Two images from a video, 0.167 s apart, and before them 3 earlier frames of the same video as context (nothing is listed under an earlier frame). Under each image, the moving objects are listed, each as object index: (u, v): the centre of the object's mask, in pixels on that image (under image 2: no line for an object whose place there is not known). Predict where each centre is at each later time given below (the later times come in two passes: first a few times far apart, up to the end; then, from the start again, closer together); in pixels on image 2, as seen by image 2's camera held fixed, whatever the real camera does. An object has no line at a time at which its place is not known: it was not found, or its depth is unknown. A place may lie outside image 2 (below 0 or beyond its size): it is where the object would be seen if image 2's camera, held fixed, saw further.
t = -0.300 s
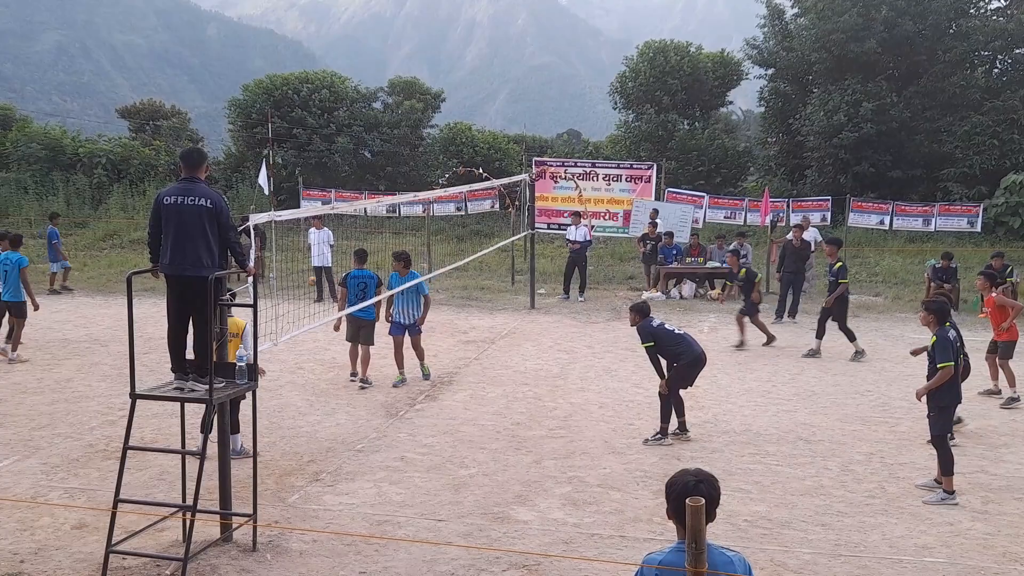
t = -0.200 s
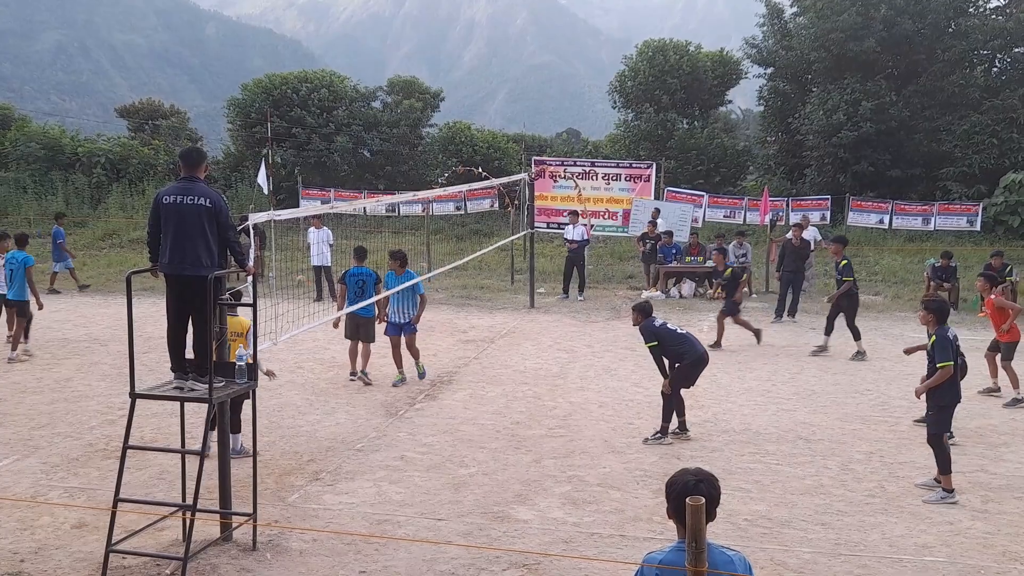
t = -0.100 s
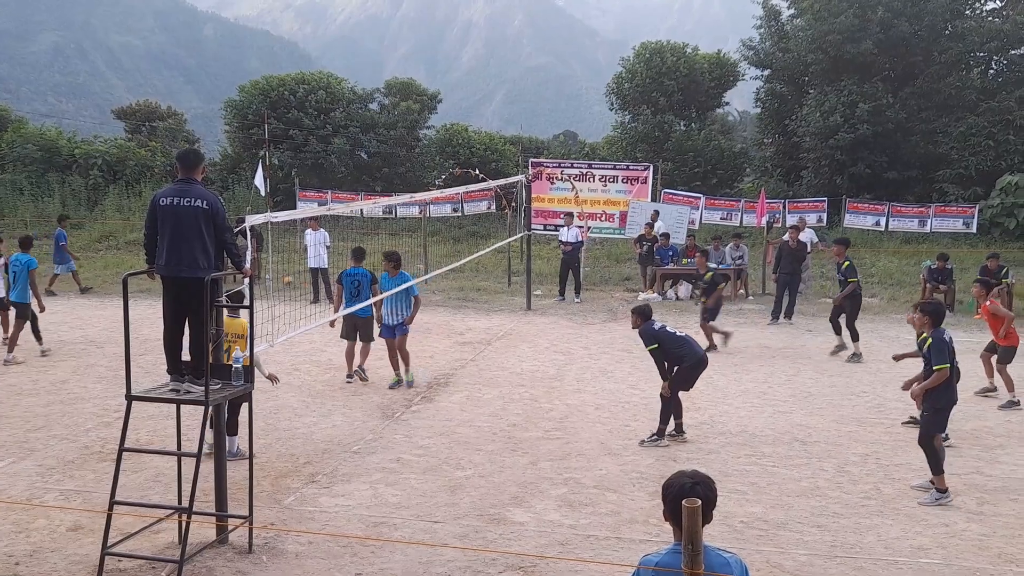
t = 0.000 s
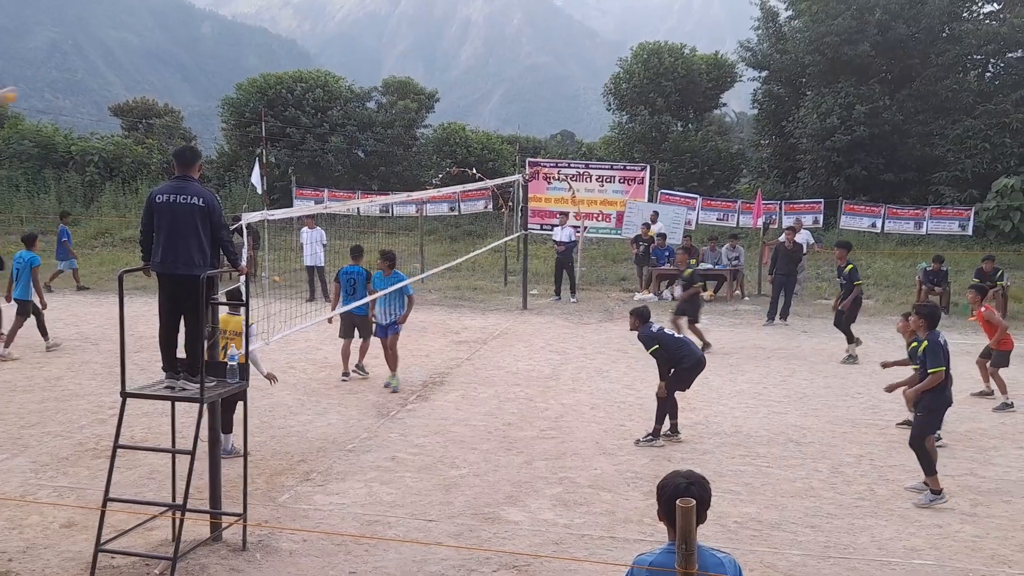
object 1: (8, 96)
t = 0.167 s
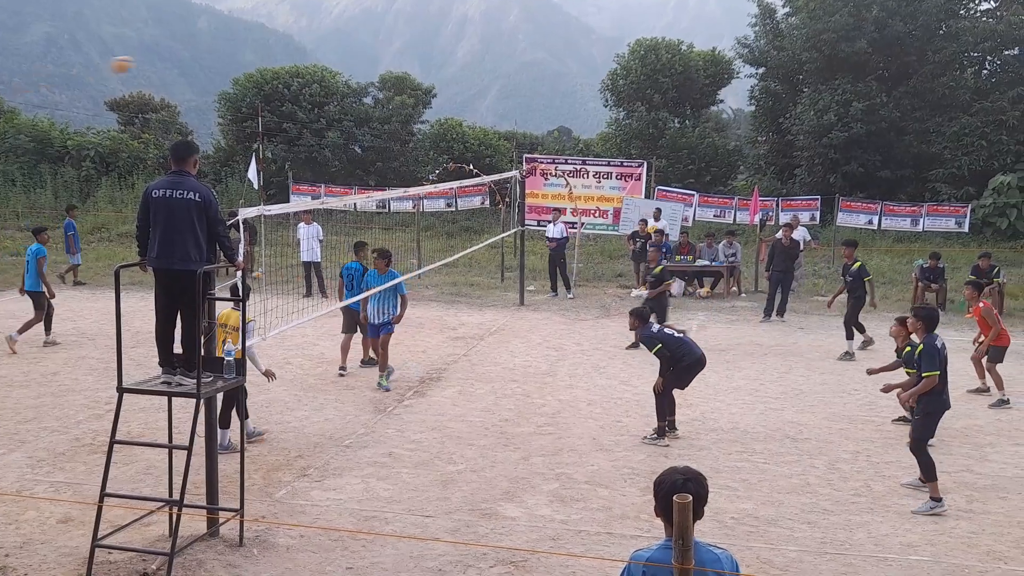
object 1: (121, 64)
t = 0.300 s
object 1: (225, 58)
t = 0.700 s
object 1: (579, 145)
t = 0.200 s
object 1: (146, 61)
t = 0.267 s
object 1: (197, 58)
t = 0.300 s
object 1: (225, 58)
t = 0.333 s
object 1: (248, 59)
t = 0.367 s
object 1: (275, 60)
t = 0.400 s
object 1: (305, 64)
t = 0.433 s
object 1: (335, 68)
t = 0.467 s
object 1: (361, 74)
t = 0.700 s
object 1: (579, 145)
